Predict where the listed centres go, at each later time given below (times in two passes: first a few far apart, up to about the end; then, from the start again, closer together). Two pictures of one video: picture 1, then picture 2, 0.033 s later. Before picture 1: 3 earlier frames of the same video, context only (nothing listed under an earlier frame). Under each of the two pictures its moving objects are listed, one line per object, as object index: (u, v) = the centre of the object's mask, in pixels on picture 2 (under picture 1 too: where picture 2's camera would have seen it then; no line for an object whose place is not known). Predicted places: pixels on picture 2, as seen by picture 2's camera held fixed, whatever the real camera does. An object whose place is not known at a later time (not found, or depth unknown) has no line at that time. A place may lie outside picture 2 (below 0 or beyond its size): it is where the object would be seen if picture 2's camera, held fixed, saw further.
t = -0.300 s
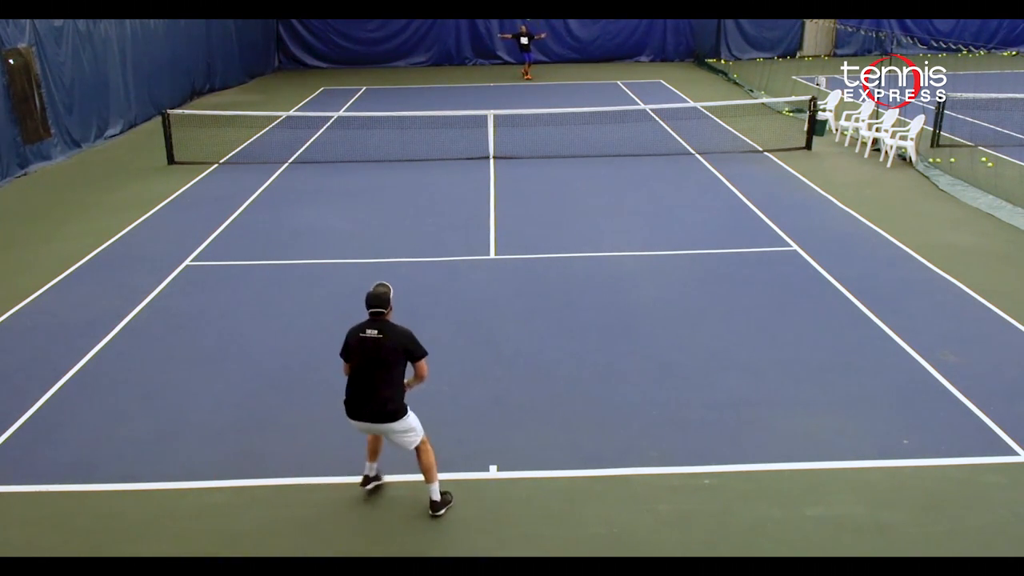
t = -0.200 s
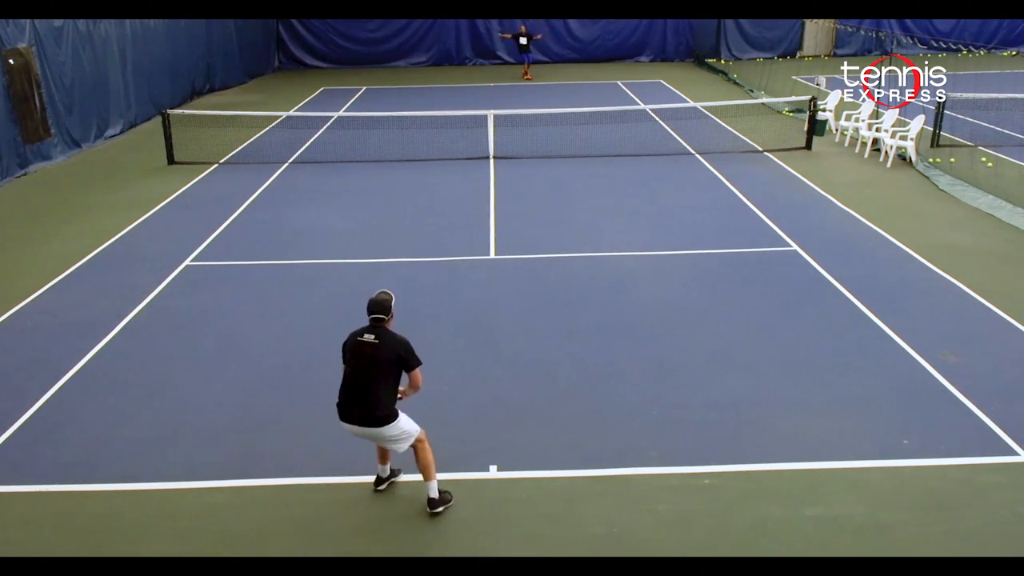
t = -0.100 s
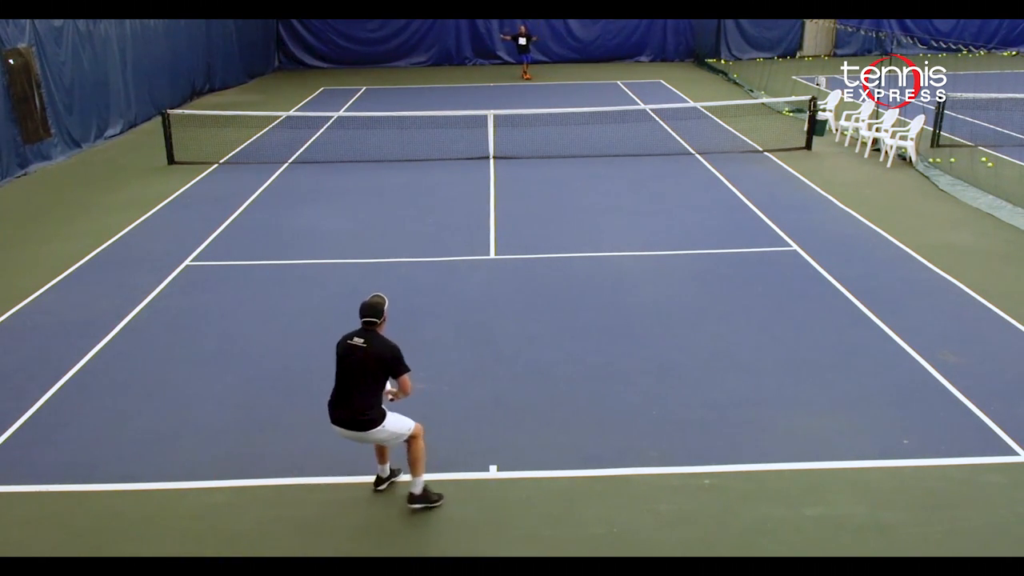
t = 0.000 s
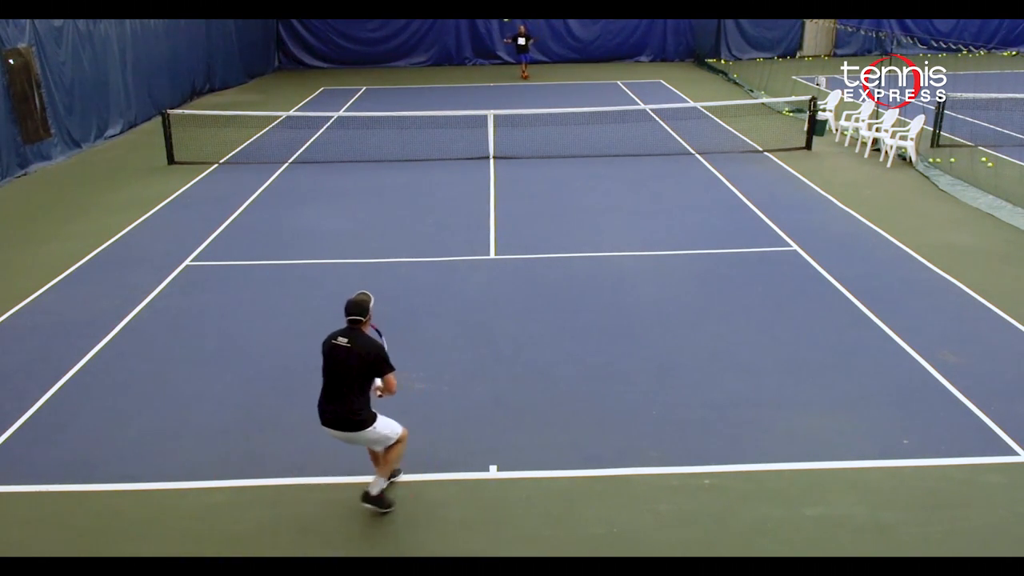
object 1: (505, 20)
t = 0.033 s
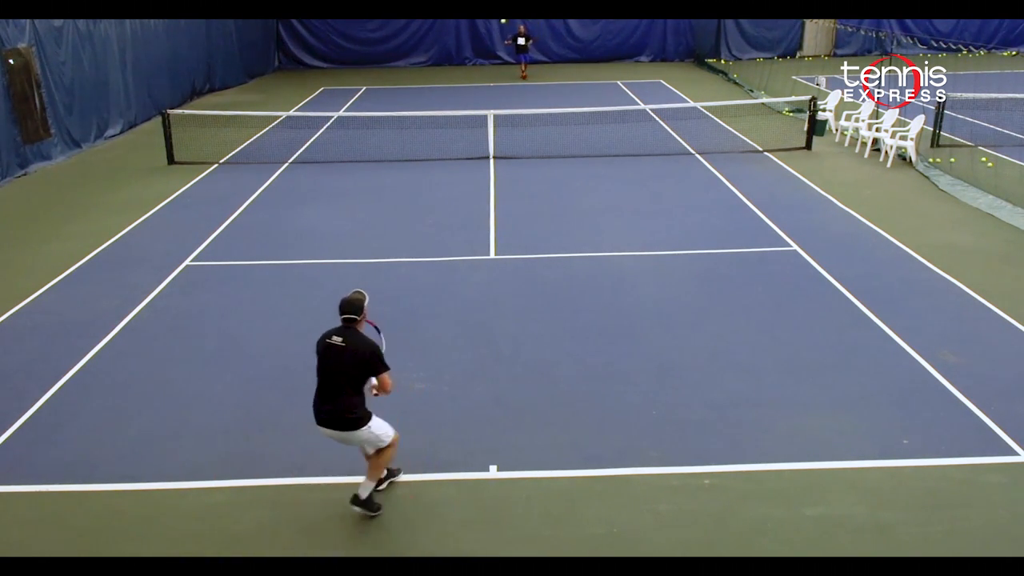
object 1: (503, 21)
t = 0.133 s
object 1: (493, 30)
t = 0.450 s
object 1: (453, 107)
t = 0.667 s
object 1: (412, 232)
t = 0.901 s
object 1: (349, 428)
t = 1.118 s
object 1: (291, 434)
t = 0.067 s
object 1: (500, 23)
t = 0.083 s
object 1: (498, 24)
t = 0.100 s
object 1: (497, 26)
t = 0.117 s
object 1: (495, 28)
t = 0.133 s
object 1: (493, 30)
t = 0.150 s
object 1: (492, 32)
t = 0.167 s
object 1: (490, 34)
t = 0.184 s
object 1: (488, 37)
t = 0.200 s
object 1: (486, 39)
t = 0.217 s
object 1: (484, 42)
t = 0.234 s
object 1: (483, 46)
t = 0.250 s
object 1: (481, 49)
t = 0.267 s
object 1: (479, 52)
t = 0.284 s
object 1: (476, 56)
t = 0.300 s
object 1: (474, 60)
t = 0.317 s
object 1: (472, 64)
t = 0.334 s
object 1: (470, 69)
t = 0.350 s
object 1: (468, 73)
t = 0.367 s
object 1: (465, 79)
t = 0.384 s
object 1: (463, 84)
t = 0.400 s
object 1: (461, 90)
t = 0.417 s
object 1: (458, 95)
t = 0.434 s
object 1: (456, 102)
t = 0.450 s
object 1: (453, 107)
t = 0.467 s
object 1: (450, 117)
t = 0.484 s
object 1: (447, 122)
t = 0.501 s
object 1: (445, 130)
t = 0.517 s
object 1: (442, 138)
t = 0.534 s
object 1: (439, 147)
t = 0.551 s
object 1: (435, 156)
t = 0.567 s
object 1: (432, 165)
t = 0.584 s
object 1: (429, 175)
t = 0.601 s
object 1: (426, 185)
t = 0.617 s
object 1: (422, 196)
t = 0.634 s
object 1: (419, 208)
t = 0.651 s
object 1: (415, 220)
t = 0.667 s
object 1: (412, 232)
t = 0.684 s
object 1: (408, 245)
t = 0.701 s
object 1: (404, 259)
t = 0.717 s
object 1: (400, 273)
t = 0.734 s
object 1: (395, 289)
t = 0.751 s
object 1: (391, 305)
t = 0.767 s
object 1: (387, 322)
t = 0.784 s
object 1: (382, 339)
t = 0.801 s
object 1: (377, 358)
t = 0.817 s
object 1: (372, 377)
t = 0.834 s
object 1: (367, 398)
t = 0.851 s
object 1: (361, 419)
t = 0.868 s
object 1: (357, 431)
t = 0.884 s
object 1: (353, 429)
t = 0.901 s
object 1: (349, 428)
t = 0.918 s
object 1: (345, 426)
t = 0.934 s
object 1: (341, 425)
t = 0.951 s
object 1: (337, 424)
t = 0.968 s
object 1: (333, 424)
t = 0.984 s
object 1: (329, 423)
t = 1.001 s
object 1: (324, 424)
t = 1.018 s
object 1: (320, 424)
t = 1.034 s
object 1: (315, 424)
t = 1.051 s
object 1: (310, 426)
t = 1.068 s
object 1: (306, 427)
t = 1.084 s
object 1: (301, 429)
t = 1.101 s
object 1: (296, 431)
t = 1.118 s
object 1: (291, 434)
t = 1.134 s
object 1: (285, 438)
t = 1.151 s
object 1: (280, 441)
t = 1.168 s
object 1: (274, 446)
